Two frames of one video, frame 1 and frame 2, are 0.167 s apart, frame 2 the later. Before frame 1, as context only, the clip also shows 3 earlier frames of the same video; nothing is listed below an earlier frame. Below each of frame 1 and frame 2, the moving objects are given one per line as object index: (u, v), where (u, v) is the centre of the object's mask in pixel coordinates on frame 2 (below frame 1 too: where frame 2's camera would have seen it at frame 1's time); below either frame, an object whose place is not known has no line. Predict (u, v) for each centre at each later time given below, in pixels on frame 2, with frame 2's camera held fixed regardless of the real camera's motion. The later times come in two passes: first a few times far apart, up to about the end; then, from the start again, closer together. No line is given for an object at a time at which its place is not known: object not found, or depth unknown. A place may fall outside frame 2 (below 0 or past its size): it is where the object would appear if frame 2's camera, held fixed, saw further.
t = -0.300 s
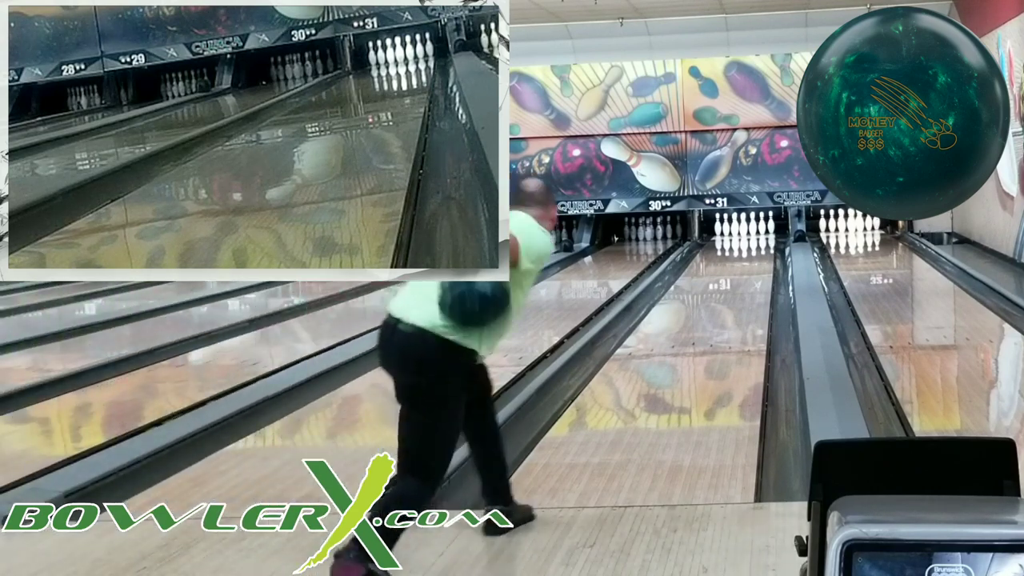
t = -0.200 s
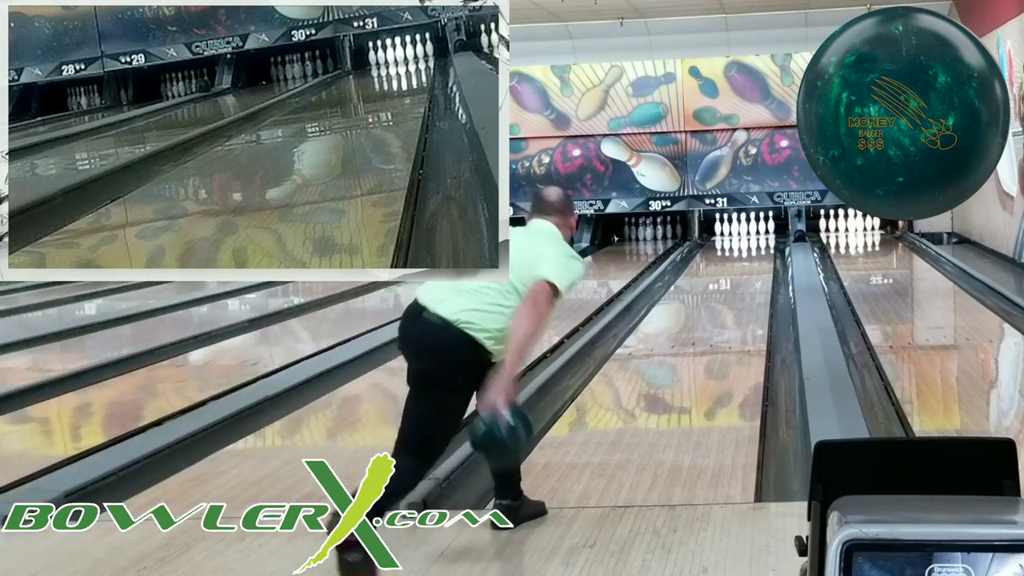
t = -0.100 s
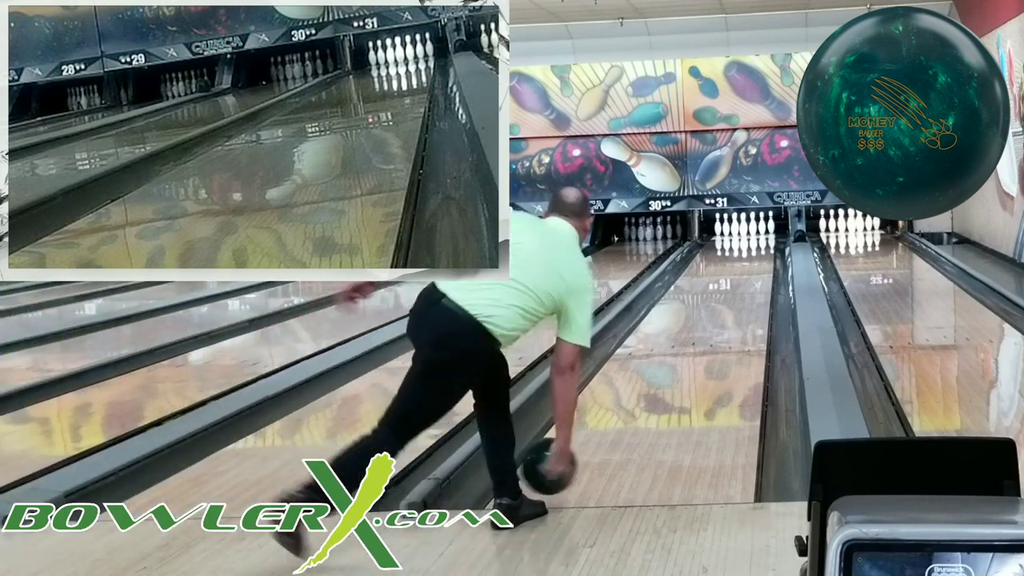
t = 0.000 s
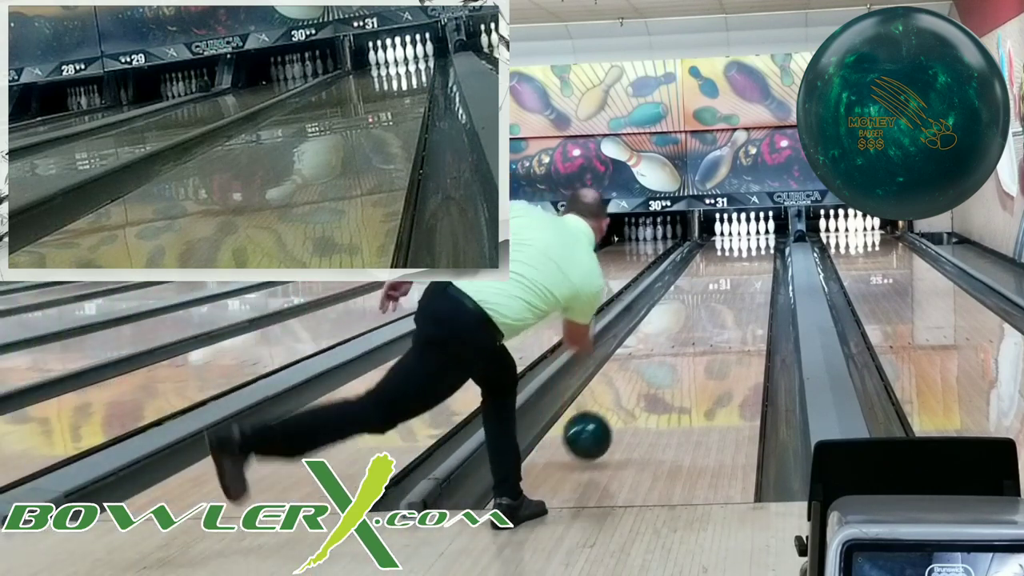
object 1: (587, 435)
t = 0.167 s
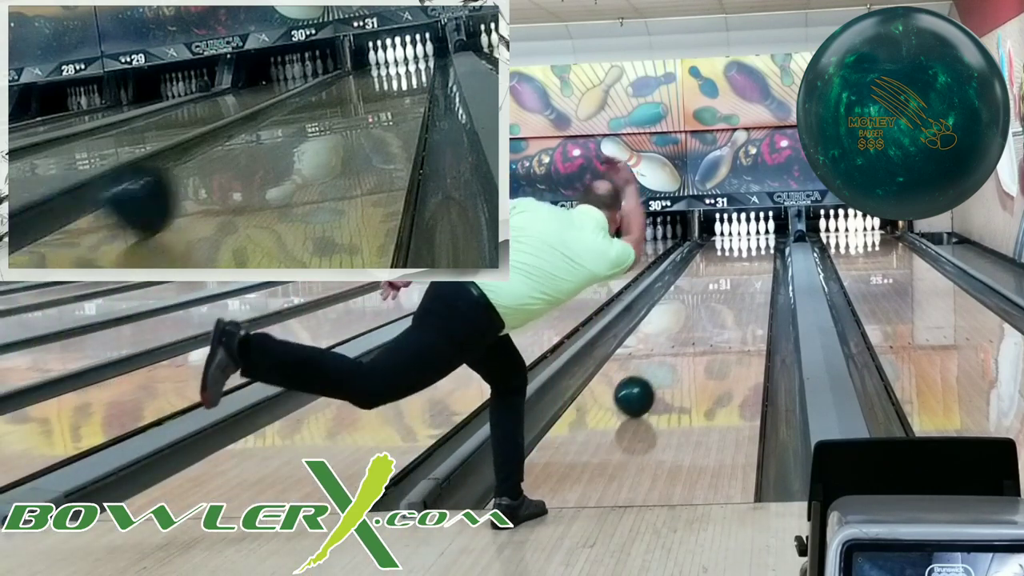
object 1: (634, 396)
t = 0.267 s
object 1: (655, 374)
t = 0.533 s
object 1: (696, 331)
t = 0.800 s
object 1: (723, 303)
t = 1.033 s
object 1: (740, 284)
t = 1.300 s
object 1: (753, 268)
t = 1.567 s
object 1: (763, 255)
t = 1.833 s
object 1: (767, 245)
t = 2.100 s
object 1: (764, 238)
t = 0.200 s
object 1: (641, 388)
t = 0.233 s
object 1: (648, 381)
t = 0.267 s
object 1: (655, 374)
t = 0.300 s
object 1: (661, 368)
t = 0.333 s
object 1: (667, 361)
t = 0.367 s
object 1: (673, 355)
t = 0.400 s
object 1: (676, 352)
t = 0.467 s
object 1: (687, 340)
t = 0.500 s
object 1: (692, 335)
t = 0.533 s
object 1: (696, 331)
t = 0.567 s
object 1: (700, 327)
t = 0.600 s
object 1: (704, 323)
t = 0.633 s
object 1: (707, 319)
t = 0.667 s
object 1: (711, 316)
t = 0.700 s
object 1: (714, 312)
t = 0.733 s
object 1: (717, 309)
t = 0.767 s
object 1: (720, 306)
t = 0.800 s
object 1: (723, 303)
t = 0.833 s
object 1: (726, 300)
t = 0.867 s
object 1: (728, 297)
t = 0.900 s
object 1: (731, 295)
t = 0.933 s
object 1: (733, 292)
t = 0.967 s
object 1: (735, 289)
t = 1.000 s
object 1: (737, 287)
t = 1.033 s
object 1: (740, 284)
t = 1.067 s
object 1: (742, 282)
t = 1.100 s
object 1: (744, 280)
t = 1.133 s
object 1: (745, 278)
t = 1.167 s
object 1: (747, 276)
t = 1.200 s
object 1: (749, 274)
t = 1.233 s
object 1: (750, 272)
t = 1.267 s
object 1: (752, 270)
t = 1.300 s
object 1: (753, 268)
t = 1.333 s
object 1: (755, 267)
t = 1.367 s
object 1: (756, 265)
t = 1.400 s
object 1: (757, 263)
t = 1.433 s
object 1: (758, 262)
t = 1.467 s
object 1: (760, 260)
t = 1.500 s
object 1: (761, 258)
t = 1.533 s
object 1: (762, 257)
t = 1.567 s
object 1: (763, 255)
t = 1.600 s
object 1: (764, 253)
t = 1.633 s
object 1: (764, 252)
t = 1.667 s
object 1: (765, 251)
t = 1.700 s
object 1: (766, 250)
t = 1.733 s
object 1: (766, 249)
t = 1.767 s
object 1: (766, 247)
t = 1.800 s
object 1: (767, 246)
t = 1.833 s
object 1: (767, 245)
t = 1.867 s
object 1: (767, 244)
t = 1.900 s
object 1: (767, 243)
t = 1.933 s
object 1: (767, 242)
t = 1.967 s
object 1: (767, 241)
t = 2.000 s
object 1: (766, 240)
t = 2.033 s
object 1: (765, 239)
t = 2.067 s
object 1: (765, 239)
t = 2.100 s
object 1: (764, 238)
